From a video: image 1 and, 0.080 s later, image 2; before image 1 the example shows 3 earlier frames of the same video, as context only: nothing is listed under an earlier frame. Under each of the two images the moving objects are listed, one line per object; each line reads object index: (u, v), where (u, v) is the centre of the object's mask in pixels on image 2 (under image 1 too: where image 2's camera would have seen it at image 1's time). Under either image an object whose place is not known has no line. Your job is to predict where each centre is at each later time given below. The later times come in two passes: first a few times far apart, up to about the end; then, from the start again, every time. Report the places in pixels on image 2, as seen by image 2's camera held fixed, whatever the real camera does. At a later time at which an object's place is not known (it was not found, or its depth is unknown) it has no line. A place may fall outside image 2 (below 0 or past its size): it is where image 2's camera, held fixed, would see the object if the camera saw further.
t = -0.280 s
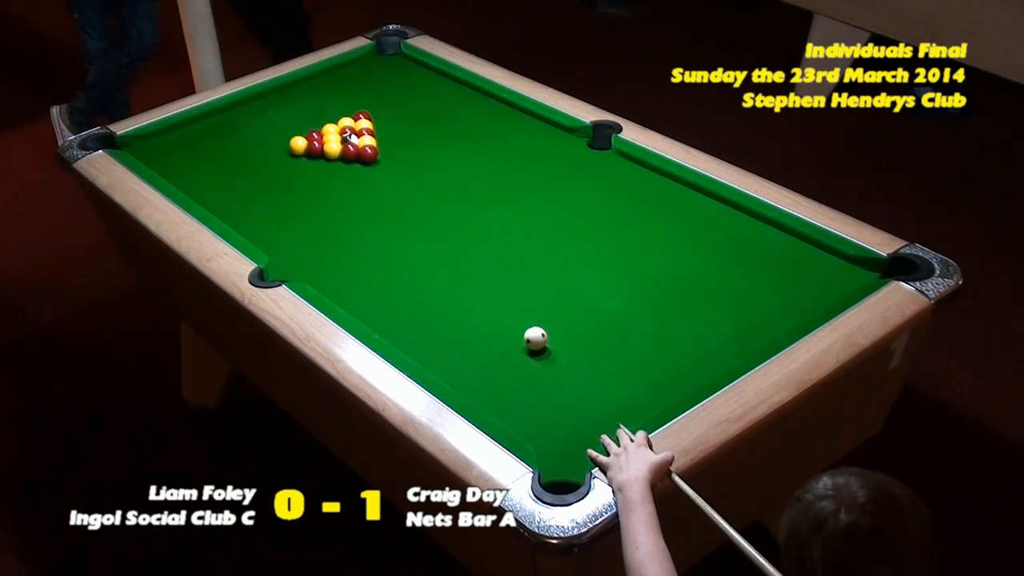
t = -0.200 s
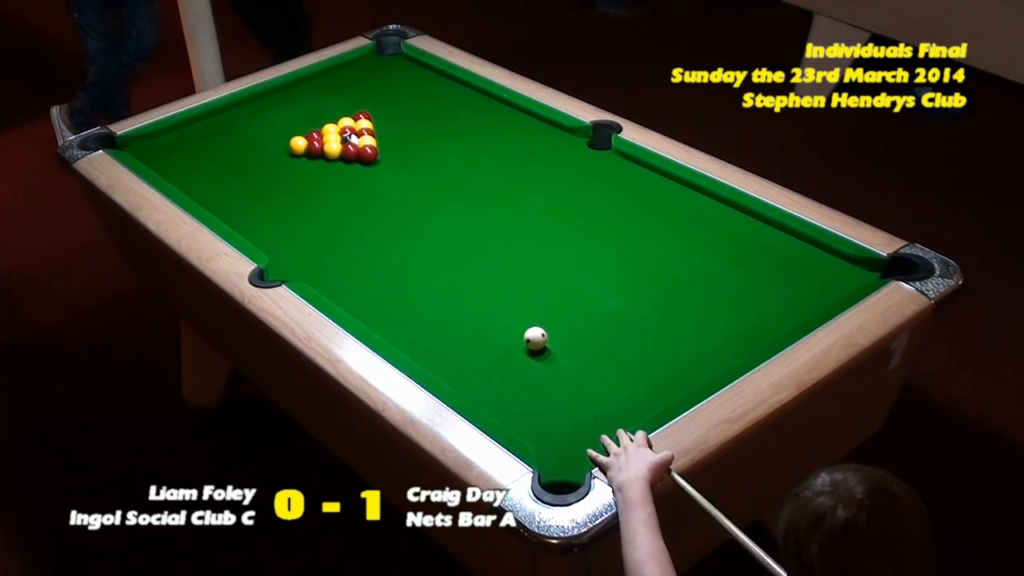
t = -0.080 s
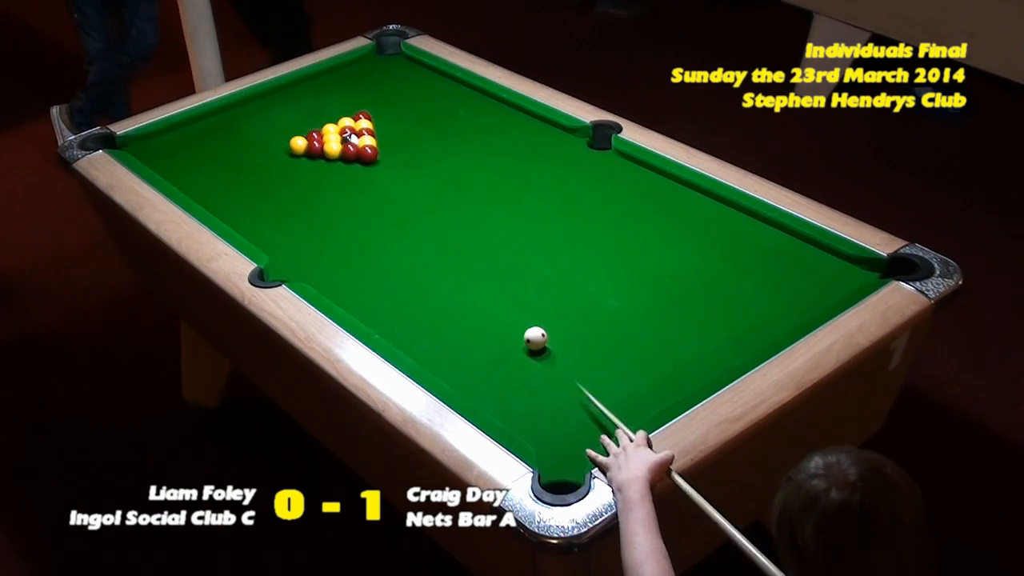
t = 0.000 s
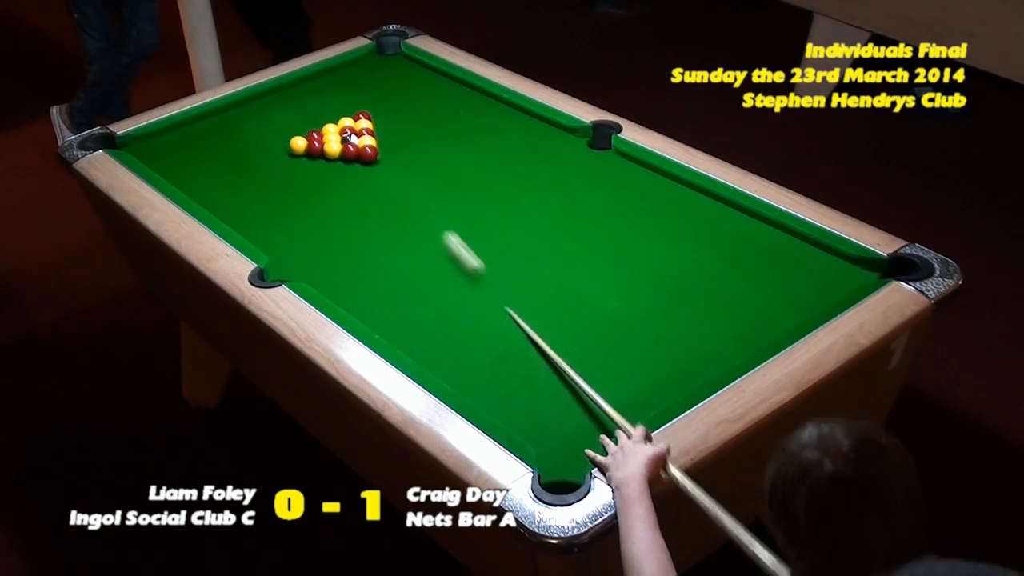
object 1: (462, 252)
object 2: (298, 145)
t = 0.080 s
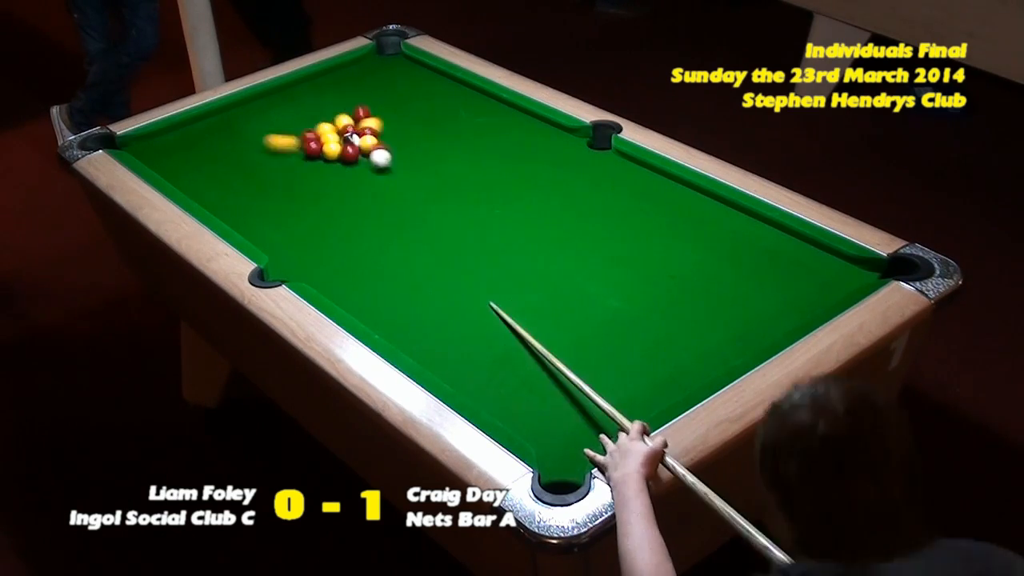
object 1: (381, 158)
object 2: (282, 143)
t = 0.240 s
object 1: (432, 174)
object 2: (161, 155)
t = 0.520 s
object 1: (519, 206)
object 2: (311, 203)
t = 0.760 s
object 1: (598, 234)
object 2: (366, 210)
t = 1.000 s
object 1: (683, 265)
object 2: (431, 221)
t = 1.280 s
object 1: (782, 301)
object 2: (506, 233)
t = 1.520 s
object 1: (771, 284)
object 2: (571, 243)
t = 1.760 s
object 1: (729, 255)
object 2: (636, 253)
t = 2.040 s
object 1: (686, 224)
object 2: (712, 266)
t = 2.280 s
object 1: (652, 201)
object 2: (776, 276)
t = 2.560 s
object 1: (618, 177)
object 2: (844, 283)
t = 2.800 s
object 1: (592, 159)
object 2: (838, 263)
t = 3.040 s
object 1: (568, 142)
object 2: (797, 265)
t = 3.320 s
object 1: (544, 125)
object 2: (753, 268)
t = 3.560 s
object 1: (522, 115)
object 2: (717, 270)
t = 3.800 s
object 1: (500, 108)
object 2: (684, 272)
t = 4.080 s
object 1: (476, 100)
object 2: (647, 275)
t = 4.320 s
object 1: (459, 94)
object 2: (620, 276)
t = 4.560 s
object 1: (443, 89)
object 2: (594, 277)
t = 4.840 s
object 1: (427, 84)
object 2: (568, 279)
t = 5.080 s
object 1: (416, 80)
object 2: (548, 280)
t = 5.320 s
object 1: (406, 76)
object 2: (531, 281)
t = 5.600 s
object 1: (396, 73)
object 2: (514, 282)
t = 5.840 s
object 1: (389, 70)
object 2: (503, 283)
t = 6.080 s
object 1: (384, 68)
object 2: (494, 284)
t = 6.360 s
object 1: (379, 66)
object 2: (486, 285)
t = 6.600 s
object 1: (377, 65)
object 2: (482, 285)
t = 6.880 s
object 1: (376, 64)
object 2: (481, 286)
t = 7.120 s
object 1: (376, 64)
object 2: (481, 286)
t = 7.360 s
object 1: (376, 64)
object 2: (481, 287)
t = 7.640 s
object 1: (376, 64)
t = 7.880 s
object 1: (376, 64)
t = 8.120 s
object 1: (376, 64)
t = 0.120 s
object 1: (394, 160)
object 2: (232, 138)
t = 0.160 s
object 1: (408, 167)
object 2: (185, 134)
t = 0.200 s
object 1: (420, 169)
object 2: (160, 138)
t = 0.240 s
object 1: (432, 174)
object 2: (161, 155)
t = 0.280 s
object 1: (444, 179)
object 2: (165, 170)
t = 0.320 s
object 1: (457, 184)
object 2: (189, 177)
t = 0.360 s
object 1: (469, 188)
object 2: (214, 182)
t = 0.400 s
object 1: (481, 193)
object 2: (238, 187)
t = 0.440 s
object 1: (494, 197)
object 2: (262, 193)
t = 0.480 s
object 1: (506, 202)
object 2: (287, 198)
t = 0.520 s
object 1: (519, 206)
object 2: (311, 203)
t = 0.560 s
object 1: (532, 211)
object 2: (320, 205)
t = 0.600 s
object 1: (545, 215)
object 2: (327, 205)
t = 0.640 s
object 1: (558, 220)
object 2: (335, 207)
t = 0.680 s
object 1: (571, 225)
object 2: (345, 208)
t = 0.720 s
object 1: (585, 229)
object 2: (356, 209)
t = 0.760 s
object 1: (598, 234)
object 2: (366, 210)
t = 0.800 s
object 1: (612, 239)
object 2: (377, 212)
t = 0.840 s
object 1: (626, 245)
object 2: (388, 214)
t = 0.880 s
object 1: (640, 250)
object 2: (398, 216)
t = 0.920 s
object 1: (654, 254)
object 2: (409, 217)
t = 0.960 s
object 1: (669, 260)
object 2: (420, 218)
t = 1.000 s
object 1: (683, 265)
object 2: (431, 221)
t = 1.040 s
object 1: (698, 270)
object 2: (442, 222)
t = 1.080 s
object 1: (713, 275)
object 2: (452, 224)
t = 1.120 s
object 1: (727, 281)
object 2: (464, 226)
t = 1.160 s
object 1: (742, 287)
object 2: (474, 227)
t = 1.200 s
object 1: (758, 292)
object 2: (485, 229)
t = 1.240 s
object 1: (773, 297)
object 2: (496, 231)
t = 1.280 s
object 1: (782, 301)
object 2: (506, 233)
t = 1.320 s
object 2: (517, 234)
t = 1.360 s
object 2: (528, 236)
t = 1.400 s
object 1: (788, 298)
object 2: (539, 238)
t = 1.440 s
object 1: (785, 294)
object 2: (550, 240)
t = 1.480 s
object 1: (779, 290)
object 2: (560, 241)
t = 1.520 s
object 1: (771, 284)
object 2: (571, 243)
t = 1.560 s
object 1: (764, 279)
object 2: (582, 245)
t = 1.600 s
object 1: (757, 274)
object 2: (593, 246)
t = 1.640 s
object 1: (750, 269)
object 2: (603, 248)
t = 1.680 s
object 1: (743, 264)
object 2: (615, 250)
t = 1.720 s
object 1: (736, 259)
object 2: (625, 251)
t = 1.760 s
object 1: (729, 255)
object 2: (636, 253)
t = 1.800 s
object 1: (723, 250)
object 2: (647, 255)
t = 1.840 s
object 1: (716, 245)
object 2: (658, 257)
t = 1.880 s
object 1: (710, 241)
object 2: (668, 258)
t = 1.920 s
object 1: (704, 236)
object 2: (679, 260)
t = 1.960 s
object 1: (698, 232)
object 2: (690, 262)
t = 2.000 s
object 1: (692, 228)
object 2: (701, 264)
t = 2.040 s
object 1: (686, 224)
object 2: (712, 266)
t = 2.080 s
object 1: (680, 220)
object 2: (722, 268)
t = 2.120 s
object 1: (674, 216)
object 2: (733, 269)
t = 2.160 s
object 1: (668, 212)
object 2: (744, 271)
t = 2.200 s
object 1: (663, 208)
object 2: (754, 272)
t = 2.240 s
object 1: (657, 204)
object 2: (765, 274)
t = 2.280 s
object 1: (652, 201)
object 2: (776, 276)
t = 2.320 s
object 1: (647, 197)
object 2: (786, 278)
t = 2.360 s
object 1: (642, 193)
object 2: (797, 280)
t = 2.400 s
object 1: (637, 190)
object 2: (807, 282)
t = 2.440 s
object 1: (632, 186)
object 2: (818, 283)
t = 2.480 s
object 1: (627, 183)
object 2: (827, 285)
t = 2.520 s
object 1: (622, 180)
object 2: (838, 286)
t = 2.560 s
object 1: (618, 177)
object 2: (844, 283)
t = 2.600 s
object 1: (613, 173)
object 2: (844, 280)
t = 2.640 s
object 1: (609, 170)
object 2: (845, 275)
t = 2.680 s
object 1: (604, 167)
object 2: (846, 270)
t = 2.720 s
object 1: (600, 164)
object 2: (847, 266)
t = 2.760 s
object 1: (595, 161)
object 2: (846, 262)
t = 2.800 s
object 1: (592, 159)
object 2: (838, 263)
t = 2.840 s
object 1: (587, 156)
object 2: (831, 263)
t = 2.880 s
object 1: (583, 153)
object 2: (825, 264)
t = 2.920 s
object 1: (579, 150)
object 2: (818, 264)
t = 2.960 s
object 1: (576, 147)
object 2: (811, 265)
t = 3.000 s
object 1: (572, 144)
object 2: (804, 265)
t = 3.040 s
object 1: (568, 142)
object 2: (797, 265)
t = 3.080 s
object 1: (565, 140)
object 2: (791, 266)
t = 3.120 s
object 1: (561, 137)
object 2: (784, 266)
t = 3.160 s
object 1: (557, 135)
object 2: (778, 266)
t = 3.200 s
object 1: (554, 132)
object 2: (771, 267)
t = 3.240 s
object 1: (551, 130)
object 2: (765, 267)
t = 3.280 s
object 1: (547, 127)
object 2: (759, 268)
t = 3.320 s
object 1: (544, 125)
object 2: (753, 268)
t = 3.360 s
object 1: (541, 123)
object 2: (746, 268)
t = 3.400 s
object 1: (538, 121)
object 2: (740, 269)
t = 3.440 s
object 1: (535, 119)
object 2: (734, 269)
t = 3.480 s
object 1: (530, 117)
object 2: (728, 269)
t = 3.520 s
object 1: (526, 116)
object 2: (722, 270)
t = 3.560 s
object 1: (522, 115)
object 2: (717, 270)
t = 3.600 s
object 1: (518, 114)
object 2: (711, 270)
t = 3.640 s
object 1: (515, 113)
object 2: (705, 271)
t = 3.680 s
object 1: (511, 111)
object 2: (700, 271)
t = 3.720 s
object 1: (507, 110)
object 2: (694, 271)
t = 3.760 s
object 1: (503, 109)
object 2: (689, 271)
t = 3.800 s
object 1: (500, 108)
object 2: (684, 272)
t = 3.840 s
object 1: (496, 107)
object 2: (678, 272)
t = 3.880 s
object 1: (493, 106)
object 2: (673, 273)
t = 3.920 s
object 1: (489, 104)
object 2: (668, 273)
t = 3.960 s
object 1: (486, 103)
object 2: (662, 273)
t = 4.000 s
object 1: (483, 102)
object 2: (657, 274)
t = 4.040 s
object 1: (480, 101)
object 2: (652, 274)
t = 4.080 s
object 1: (476, 100)
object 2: (647, 275)
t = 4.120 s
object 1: (474, 99)
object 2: (643, 275)
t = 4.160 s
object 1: (470, 98)
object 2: (638, 275)
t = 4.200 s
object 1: (468, 97)
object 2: (633, 275)
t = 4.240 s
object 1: (465, 96)
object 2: (628, 276)
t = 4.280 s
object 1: (462, 95)
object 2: (624, 276)
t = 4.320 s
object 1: (459, 94)
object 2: (620, 276)
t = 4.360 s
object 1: (456, 93)
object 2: (615, 276)
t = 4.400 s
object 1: (453, 93)
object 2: (611, 277)
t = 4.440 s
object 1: (451, 92)
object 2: (607, 277)
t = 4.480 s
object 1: (448, 91)
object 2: (602, 277)
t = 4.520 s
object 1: (446, 90)
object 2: (598, 277)
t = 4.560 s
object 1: (443, 89)
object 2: (594, 277)
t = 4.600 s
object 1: (441, 88)
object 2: (590, 278)
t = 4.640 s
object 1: (438, 87)
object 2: (586, 278)
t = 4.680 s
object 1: (436, 87)
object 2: (583, 278)
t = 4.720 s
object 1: (434, 86)
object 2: (579, 279)
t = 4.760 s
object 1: (432, 85)
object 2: (575, 279)
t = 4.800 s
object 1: (429, 84)
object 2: (572, 279)
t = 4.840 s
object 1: (427, 84)
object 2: (568, 279)
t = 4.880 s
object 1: (425, 83)
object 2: (565, 279)
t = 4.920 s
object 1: (423, 82)
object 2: (561, 279)
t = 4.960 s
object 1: (421, 81)
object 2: (558, 279)
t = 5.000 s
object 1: (419, 81)
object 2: (554, 280)
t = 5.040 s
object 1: (418, 80)
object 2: (551, 280)
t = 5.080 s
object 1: (416, 80)
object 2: (548, 280)
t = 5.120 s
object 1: (414, 79)
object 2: (545, 280)
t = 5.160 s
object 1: (412, 79)
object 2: (542, 280)
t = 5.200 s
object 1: (410, 78)
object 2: (540, 280)
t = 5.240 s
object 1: (409, 77)
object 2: (537, 281)
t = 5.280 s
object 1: (407, 77)
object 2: (534, 281)
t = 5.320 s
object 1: (406, 76)
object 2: (531, 281)
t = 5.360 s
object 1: (404, 76)
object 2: (529, 280)
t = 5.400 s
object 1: (403, 75)
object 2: (526, 281)
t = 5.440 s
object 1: (401, 75)
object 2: (524, 281)
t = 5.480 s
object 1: (400, 74)
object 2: (521, 281)
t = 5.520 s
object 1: (399, 74)
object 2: (519, 281)
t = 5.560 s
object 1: (397, 73)
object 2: (517, 282)
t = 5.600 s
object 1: (396, 73)
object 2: (514, 282)
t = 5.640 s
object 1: (395, 72)
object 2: (512, 282)
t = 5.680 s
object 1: (393, 72)
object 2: (510, 282)
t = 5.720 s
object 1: (392, 72)
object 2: (508, 282)
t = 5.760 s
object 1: (391, 71)
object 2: (506, 282)
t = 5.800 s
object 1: (390, 71)
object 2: (505, 283)
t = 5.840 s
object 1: (389, 70)
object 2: (503, 283)
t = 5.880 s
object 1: (388, 70)
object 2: (501, 283)
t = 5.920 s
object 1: (387, 69)
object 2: (499, 283)
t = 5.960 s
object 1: (386, 69)
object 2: (498, 283)
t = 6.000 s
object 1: (385, 69)
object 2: (496, 284)
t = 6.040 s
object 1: (384, 69)
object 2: (495, 284)
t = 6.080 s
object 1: (384, 68)
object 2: (494, 284)
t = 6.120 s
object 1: (383, 68)
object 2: (492, 284)
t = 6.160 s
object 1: (382, 68)
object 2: (491, 284)
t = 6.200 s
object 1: (382, 67)
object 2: (490, 285)
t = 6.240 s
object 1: (381, 67)
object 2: (489, 285)
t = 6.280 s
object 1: (380, 67)
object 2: (488, 285)
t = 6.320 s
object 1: (380, 67)
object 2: (487, 285)
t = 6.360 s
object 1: (379, 66)
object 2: (486, 285)
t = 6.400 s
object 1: (379, 66)
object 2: (485, 285)
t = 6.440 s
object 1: (378, 66)
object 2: (484, 285)
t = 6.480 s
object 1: (378, 66)
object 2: (484, 285)
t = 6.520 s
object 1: (378, 66)
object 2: (483, 285)
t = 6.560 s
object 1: (377, 65)
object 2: (483, 286)
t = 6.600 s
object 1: (377, 65)
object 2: (482, 285)
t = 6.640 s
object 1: (377, 65)
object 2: (482, 285)
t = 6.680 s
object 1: (377, 65)
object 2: (482, 286)
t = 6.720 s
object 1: (376, 65)
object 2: (482, 285)
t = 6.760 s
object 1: (376, 65)
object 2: (481, 286)
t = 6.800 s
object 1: (376, 65)
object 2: (481, 286)
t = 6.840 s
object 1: (376, 64)
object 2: (481, 286)
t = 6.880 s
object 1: (376, 64)
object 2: (481, 286)
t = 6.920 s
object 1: (376, 64)
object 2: (481, 286)
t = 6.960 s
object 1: (376, 64)
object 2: (481, 286)
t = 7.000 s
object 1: (376, 64)
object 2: (481, 286)
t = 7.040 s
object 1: (376, 64)
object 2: (481, 287)
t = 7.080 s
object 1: (376, 64)
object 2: (481, 287)
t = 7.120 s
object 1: (376, 64)
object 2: (481, 286)
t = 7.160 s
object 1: (376, 64)
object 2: (481, 287)
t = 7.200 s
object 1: (376, 64)
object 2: (481, 287)
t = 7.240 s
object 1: (376, 64)
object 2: (481, 287)
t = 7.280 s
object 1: (376, 64)
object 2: (481, 287)
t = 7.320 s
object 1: (376, 64)
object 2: (481, 287)
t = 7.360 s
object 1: (376, 64)
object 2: (481, 287)
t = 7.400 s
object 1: (376, 64)
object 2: (481, 287)
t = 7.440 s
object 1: (376, 64)
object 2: (481, 287)
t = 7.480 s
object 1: (376, 64)
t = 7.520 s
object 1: (376, 64)
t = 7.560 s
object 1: (376, 64)
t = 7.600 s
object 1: (376, 64)
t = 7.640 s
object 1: (376, 64)
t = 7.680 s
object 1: (376, 64)
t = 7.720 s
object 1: (376, 64)
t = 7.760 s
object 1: (376, 64)
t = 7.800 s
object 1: (376, 64)
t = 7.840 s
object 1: (376, 64)
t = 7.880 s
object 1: (376, 64)
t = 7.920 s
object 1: (376, 64)
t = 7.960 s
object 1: (376, 64)
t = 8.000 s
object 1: (376, 64)
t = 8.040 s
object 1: (376, 64)
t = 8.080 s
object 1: (376, 64)
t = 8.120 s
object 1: (376, 64)
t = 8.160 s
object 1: (376, 64)
